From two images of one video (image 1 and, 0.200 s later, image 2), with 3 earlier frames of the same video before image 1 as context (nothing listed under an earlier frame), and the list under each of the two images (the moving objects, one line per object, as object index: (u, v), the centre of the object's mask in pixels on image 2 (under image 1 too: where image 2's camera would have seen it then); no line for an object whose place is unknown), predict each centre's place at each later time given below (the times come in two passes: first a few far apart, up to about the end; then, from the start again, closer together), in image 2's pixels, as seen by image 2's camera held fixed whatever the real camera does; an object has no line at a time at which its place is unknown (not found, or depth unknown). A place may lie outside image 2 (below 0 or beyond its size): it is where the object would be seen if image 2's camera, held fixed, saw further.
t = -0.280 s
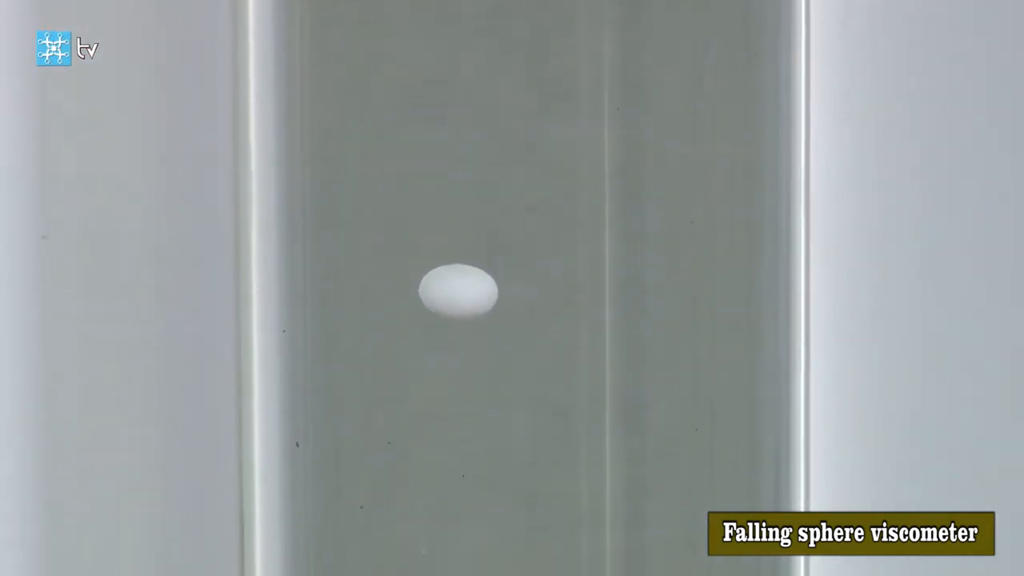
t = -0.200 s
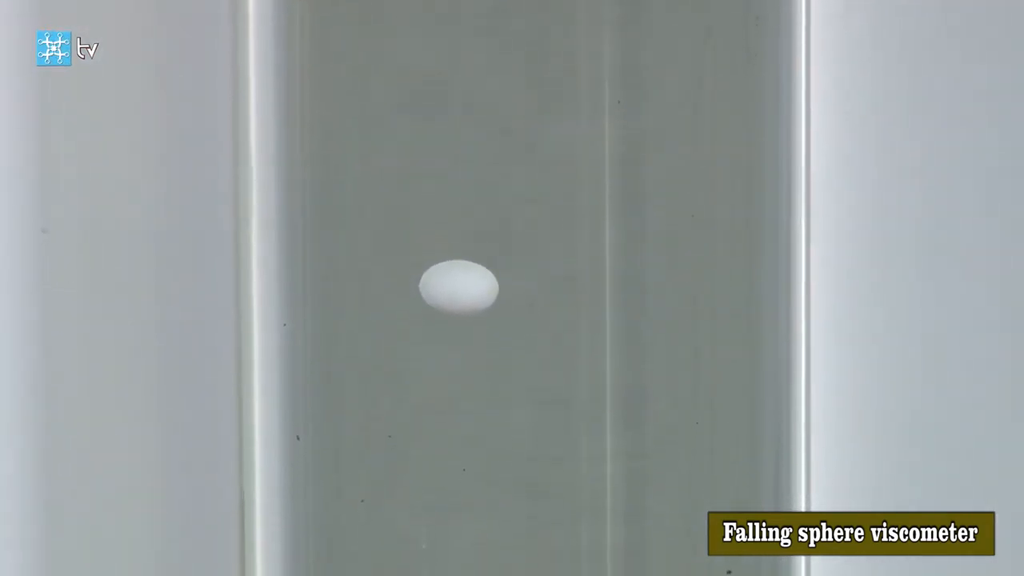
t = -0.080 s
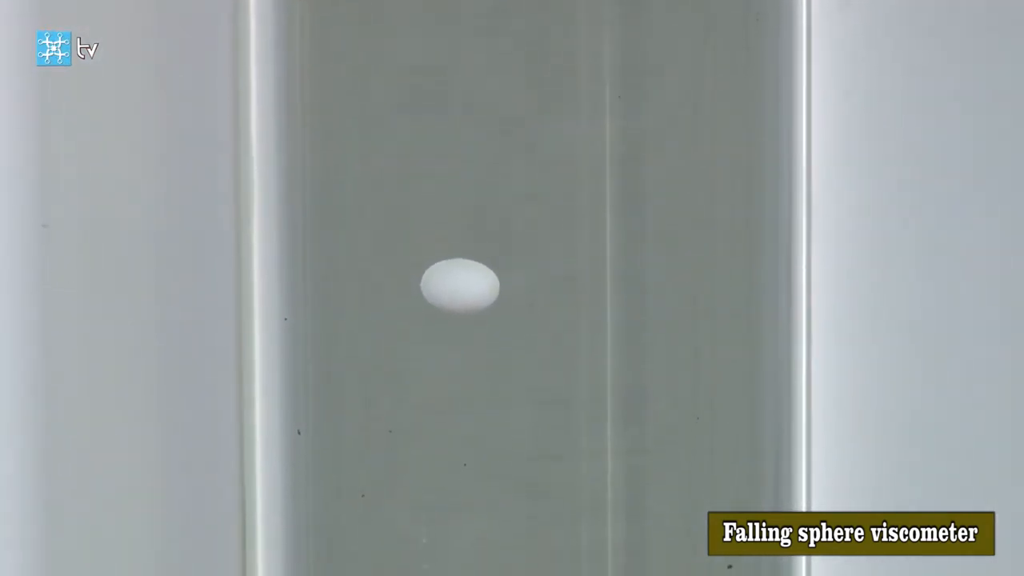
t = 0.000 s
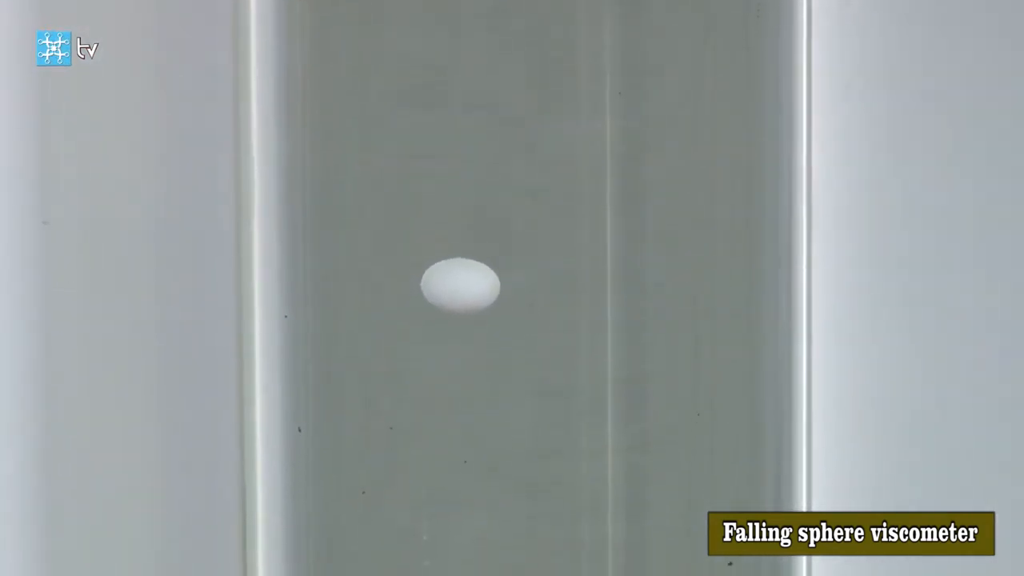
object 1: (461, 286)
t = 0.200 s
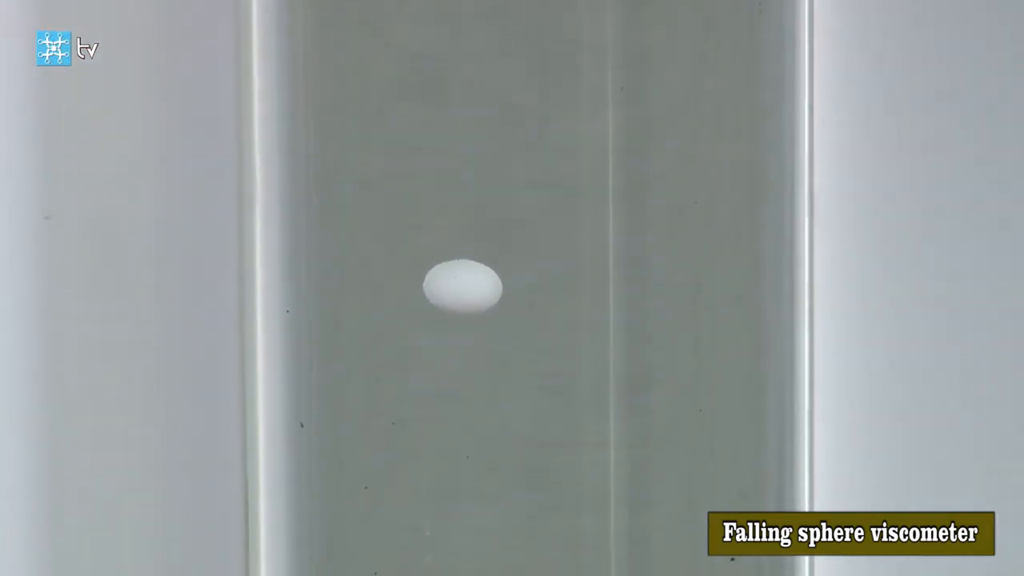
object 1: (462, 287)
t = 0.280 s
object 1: (463, 287)
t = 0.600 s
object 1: (465, 292)
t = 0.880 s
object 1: (465, 300)
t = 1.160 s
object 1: (464, 308)
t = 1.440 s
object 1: (466, 318)
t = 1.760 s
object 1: (463, 330)
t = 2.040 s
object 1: (463, 334)
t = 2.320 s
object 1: (464, 337)
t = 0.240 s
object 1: (463, 286)
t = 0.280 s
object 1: (463, 287)
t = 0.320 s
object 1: (464, 287)
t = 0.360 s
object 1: (464, 288)
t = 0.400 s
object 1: (464, 289)
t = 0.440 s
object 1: (465, 288)
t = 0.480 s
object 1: (465, 290)
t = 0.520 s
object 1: (466, 290)
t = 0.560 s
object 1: (466, 291)
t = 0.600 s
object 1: (465, 292)
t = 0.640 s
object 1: (466, 293)
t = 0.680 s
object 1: (465, 294)
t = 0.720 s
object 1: (464, 295)
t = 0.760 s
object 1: (465, 295)
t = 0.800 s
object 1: (464, 298)
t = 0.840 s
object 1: (465, 298)
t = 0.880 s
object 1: (465, 300)
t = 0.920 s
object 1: (464, 301)
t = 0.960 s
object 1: (464, 302)
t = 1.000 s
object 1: (465, 303)
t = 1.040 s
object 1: (465, 304)
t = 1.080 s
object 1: (464, 305)
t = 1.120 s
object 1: (465, 306)
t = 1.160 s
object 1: (464, 308)
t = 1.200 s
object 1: (464, 310)
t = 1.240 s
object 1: (465, 311)
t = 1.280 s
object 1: (465, 312)
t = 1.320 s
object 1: (465, 313)
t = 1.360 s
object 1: (465, 315)
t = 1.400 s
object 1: (466, 317)
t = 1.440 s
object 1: (466, 318)
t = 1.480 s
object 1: (465, 320)
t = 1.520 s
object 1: (466, 322)
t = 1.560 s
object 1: (464, 323)
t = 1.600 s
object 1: (465, 325)
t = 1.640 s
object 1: (465, 326)
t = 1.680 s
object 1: (464, 327)
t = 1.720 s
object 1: (465, 329)
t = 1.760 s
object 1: (463, 330)
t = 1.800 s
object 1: (463, 331)
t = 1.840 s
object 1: (465, 332)
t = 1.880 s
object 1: (463, 333)
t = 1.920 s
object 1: (463, 333)
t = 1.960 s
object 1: (464, 334)
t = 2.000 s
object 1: (463, 334)
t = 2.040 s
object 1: (463, 334)
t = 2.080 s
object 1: (463, 334)
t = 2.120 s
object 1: (464, 335)
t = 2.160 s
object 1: (463, 334)
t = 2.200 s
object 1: (464, 335)
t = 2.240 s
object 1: (464, 335)
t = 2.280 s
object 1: (463, 336)
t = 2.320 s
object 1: (464, 337)
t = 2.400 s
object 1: (464, 337)
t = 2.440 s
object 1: (466, 339)
